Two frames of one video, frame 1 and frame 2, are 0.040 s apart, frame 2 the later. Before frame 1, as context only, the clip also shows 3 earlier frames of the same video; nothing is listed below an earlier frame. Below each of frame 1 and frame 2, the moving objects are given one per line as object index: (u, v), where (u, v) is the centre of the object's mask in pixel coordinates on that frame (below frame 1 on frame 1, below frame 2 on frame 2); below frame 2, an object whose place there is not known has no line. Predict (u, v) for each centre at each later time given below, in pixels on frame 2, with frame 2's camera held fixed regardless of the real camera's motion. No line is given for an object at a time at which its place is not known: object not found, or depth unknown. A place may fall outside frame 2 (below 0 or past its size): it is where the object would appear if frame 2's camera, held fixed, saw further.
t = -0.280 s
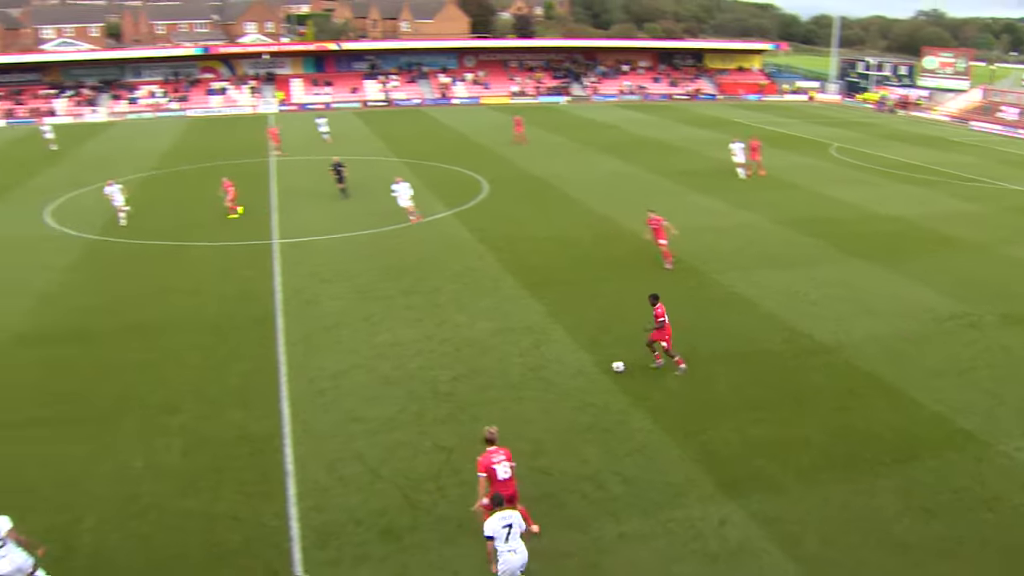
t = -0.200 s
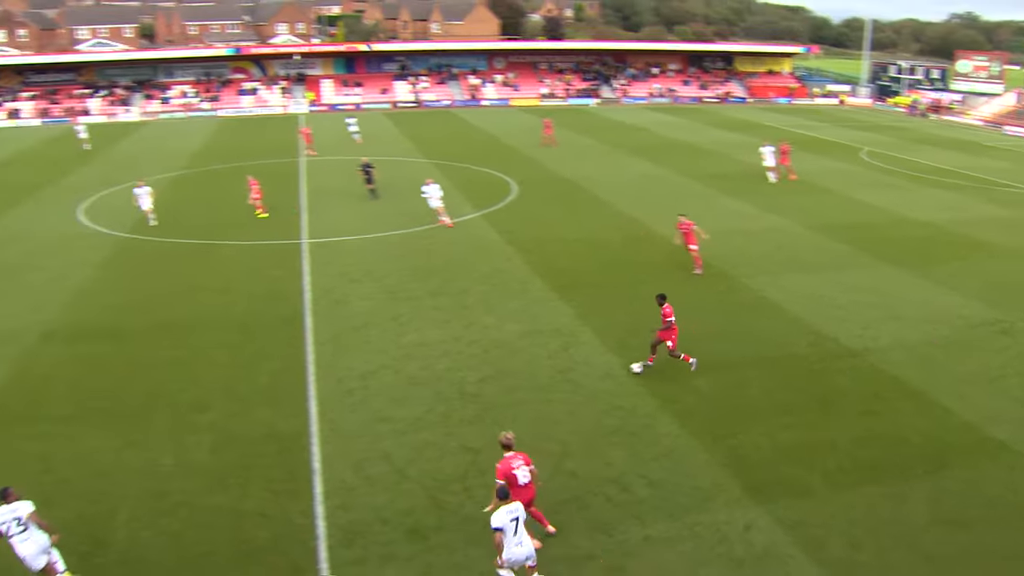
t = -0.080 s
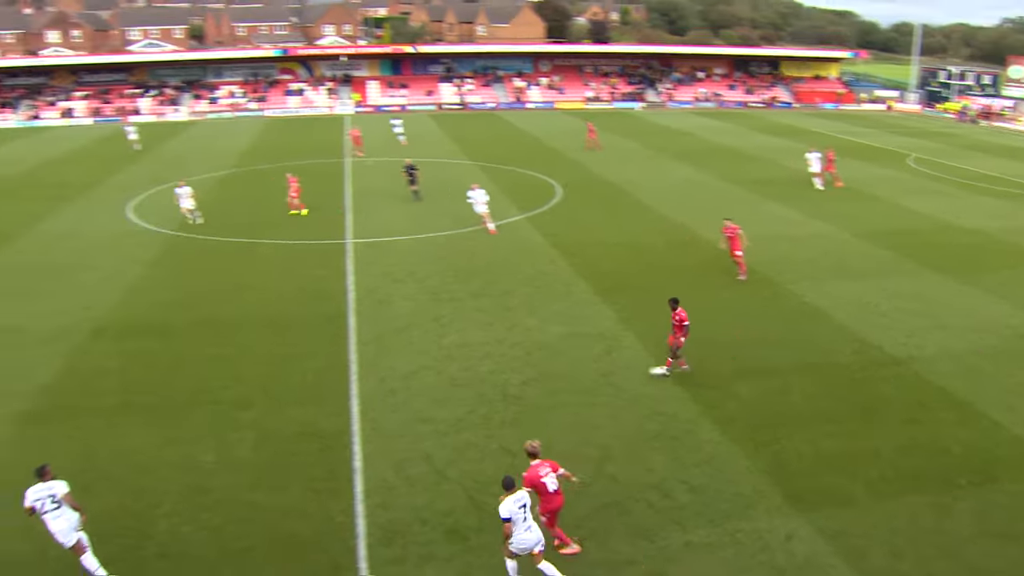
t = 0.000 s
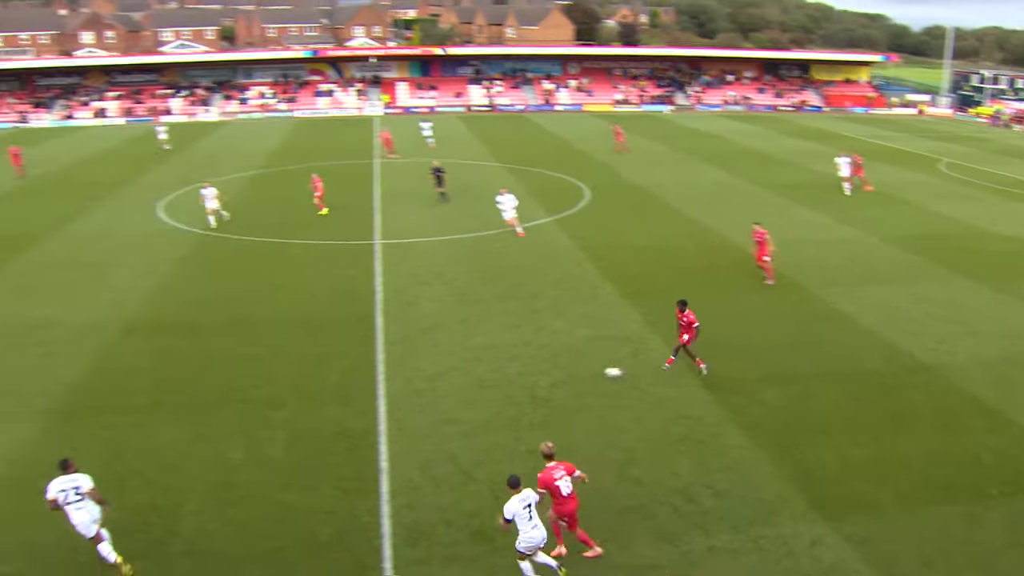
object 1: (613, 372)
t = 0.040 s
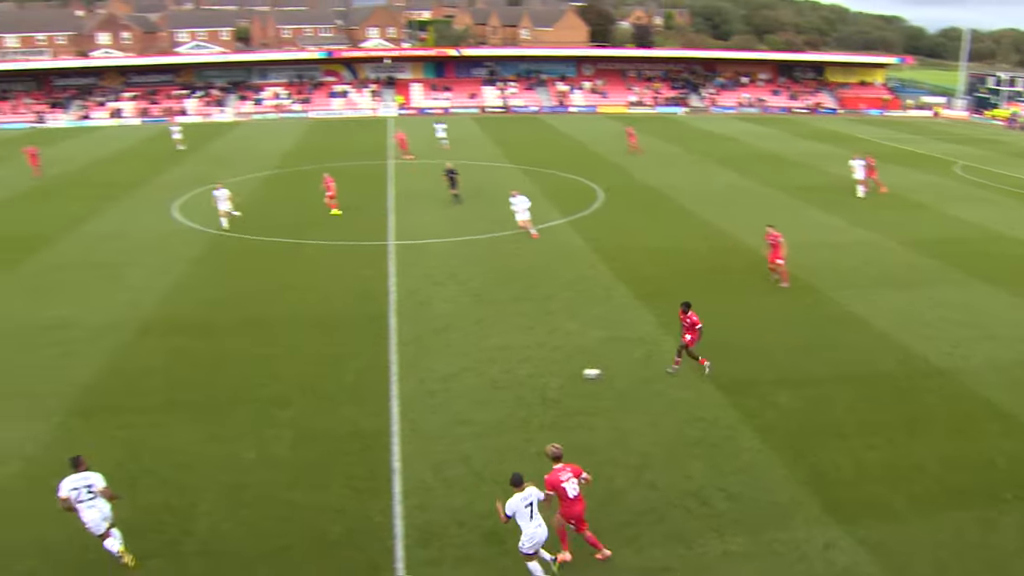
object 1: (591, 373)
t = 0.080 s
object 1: (557, 372)
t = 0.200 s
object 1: (462, 368)
